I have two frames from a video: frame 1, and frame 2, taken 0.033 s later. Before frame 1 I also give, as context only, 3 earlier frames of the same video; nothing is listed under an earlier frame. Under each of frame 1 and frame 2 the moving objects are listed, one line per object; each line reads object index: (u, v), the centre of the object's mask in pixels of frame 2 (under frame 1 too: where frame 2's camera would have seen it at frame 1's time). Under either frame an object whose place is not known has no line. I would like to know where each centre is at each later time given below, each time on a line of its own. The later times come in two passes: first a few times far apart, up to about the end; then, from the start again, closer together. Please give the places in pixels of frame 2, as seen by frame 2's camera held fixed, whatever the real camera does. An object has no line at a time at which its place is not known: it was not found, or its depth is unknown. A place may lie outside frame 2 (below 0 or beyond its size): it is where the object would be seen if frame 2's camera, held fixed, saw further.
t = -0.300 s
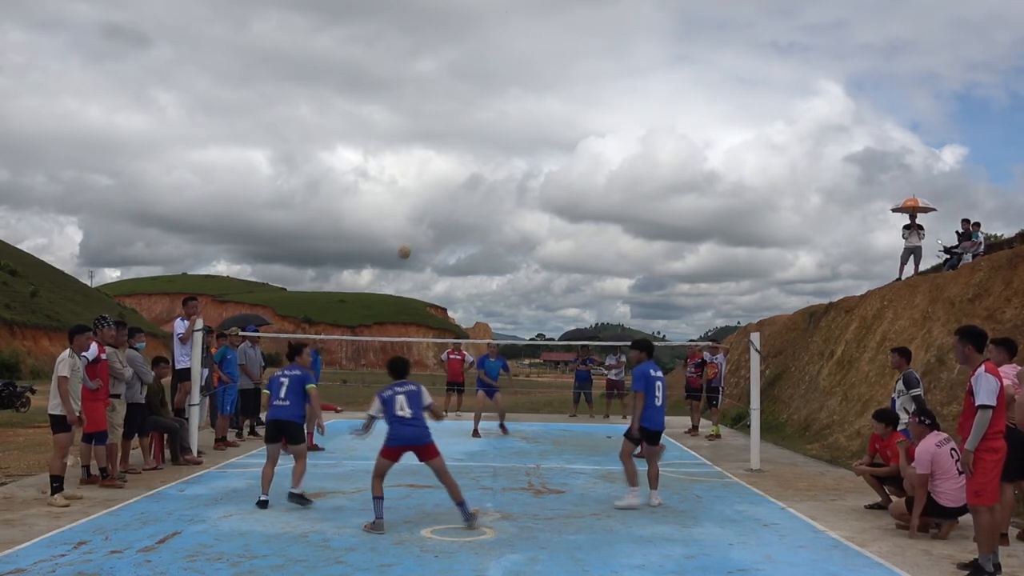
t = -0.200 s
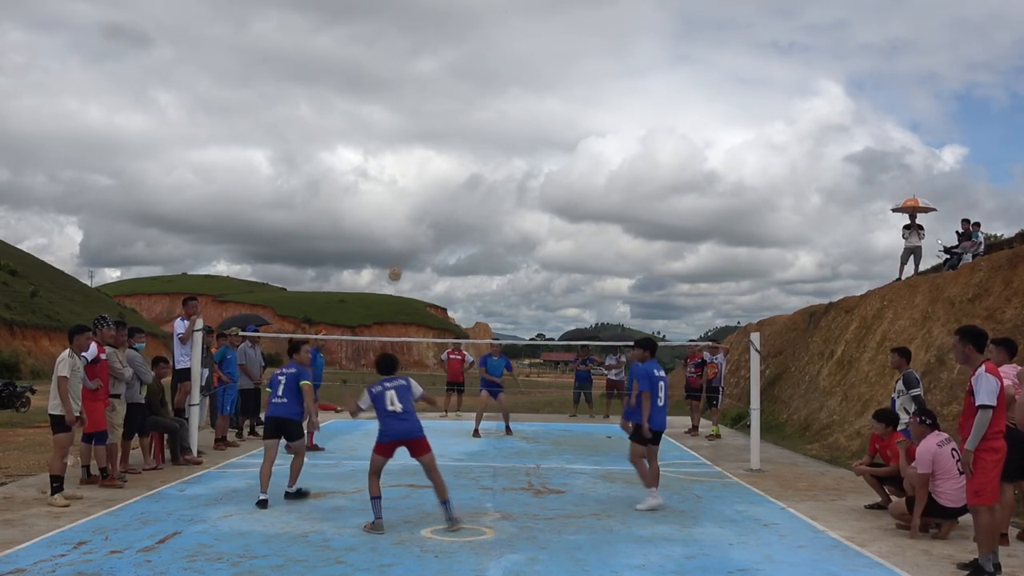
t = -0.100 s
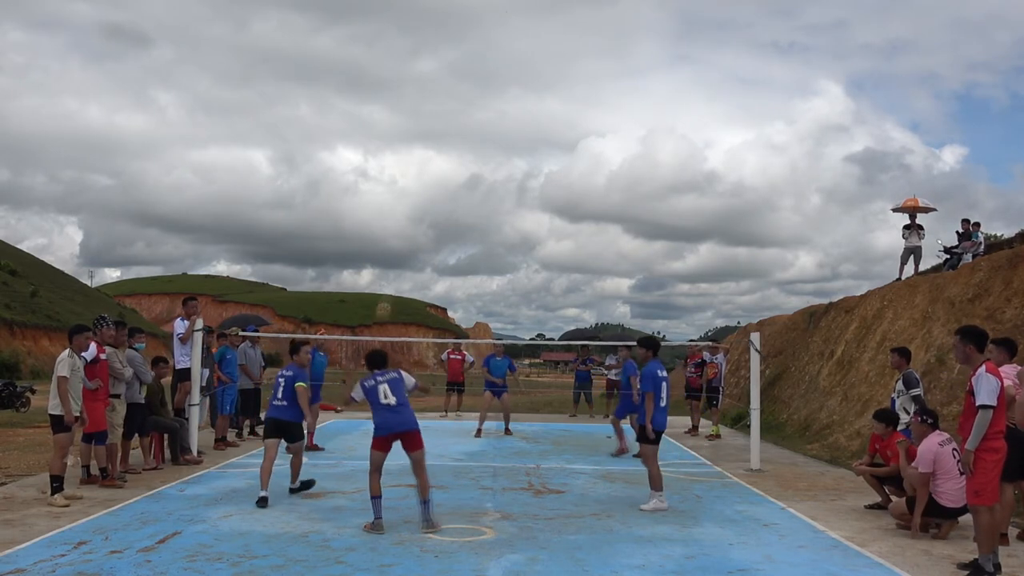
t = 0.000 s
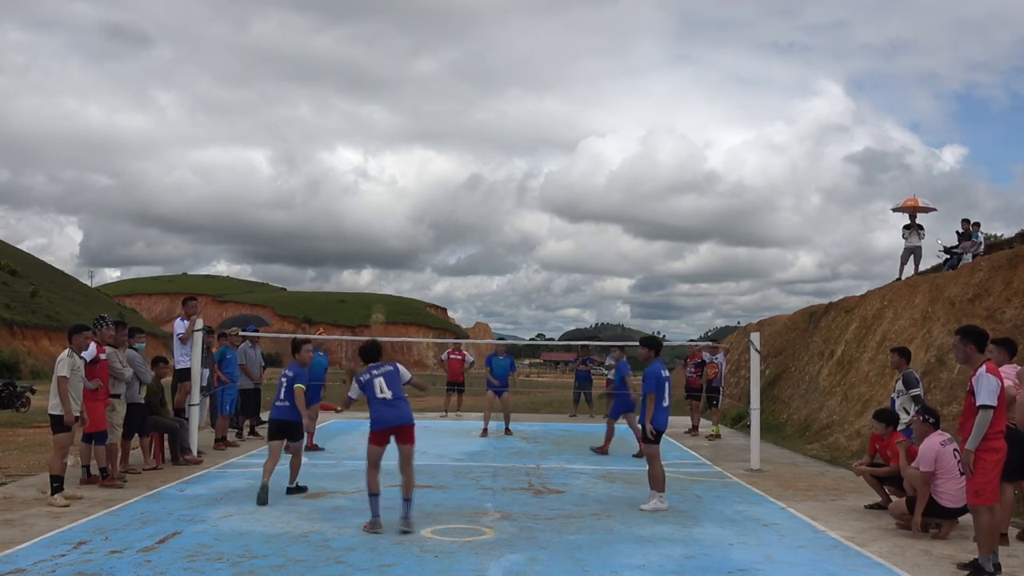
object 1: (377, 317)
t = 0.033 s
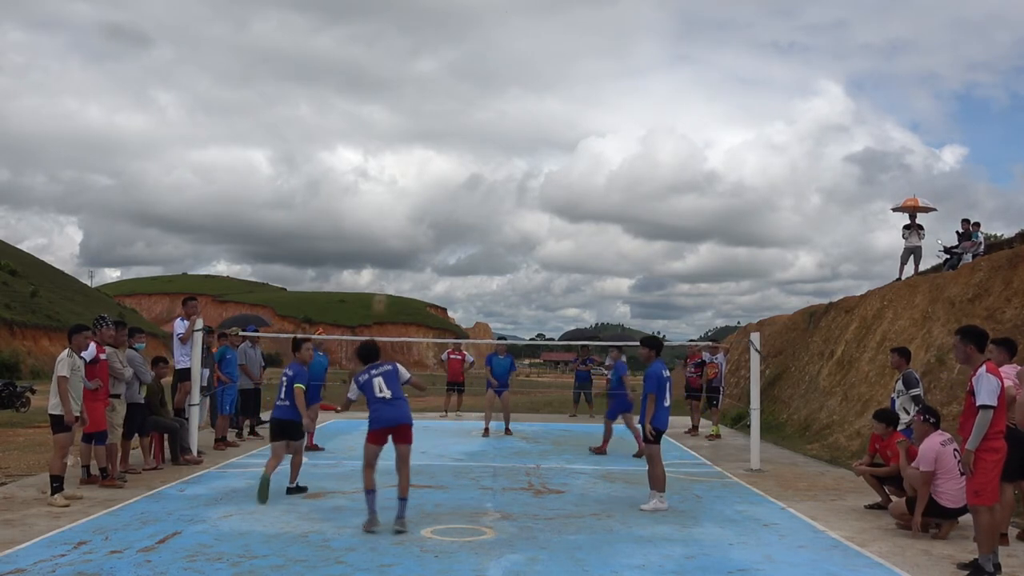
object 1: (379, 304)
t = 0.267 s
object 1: (394, 210)
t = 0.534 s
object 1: (407, 184)
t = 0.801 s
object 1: (417, 231)
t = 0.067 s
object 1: (382, 281)
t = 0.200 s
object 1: (391, 227)
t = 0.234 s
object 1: (392, 218)
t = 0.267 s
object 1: (394, 210)
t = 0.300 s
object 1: (396, 202)
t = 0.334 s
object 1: (398, 196)
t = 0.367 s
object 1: (400, 191)
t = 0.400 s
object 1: (401, 187)
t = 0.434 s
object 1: (403, 184)
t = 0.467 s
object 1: (404, 183)
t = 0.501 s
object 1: (405, 182)
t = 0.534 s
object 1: (407, 184)
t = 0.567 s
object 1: (408, 186)
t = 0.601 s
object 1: (410, 189)
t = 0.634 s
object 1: (411, 193)
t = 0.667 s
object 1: (412, 199)
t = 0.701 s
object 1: (414, 205)
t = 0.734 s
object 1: (415, 213)
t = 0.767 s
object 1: (416, 221)
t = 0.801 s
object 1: (417, 231)
